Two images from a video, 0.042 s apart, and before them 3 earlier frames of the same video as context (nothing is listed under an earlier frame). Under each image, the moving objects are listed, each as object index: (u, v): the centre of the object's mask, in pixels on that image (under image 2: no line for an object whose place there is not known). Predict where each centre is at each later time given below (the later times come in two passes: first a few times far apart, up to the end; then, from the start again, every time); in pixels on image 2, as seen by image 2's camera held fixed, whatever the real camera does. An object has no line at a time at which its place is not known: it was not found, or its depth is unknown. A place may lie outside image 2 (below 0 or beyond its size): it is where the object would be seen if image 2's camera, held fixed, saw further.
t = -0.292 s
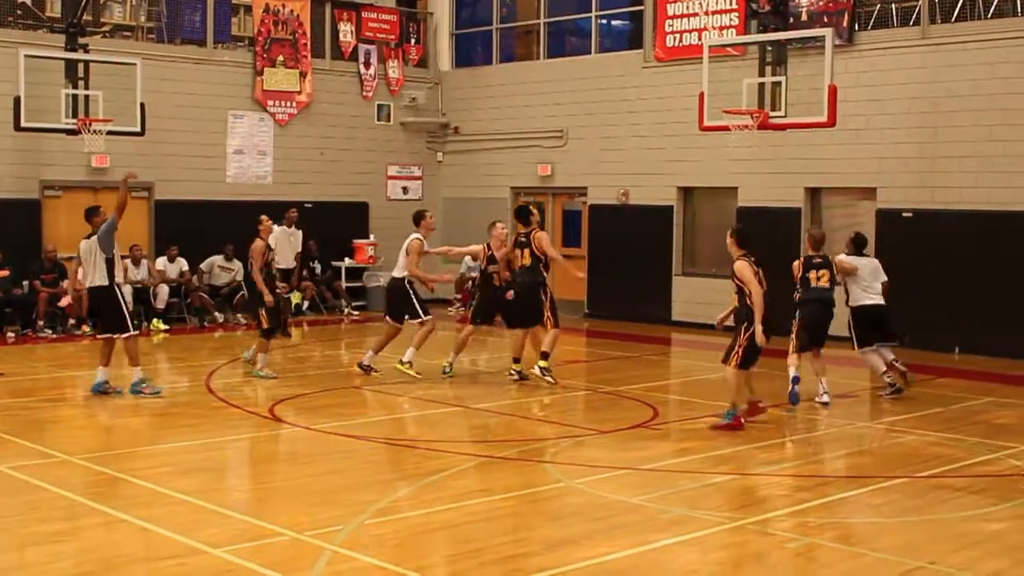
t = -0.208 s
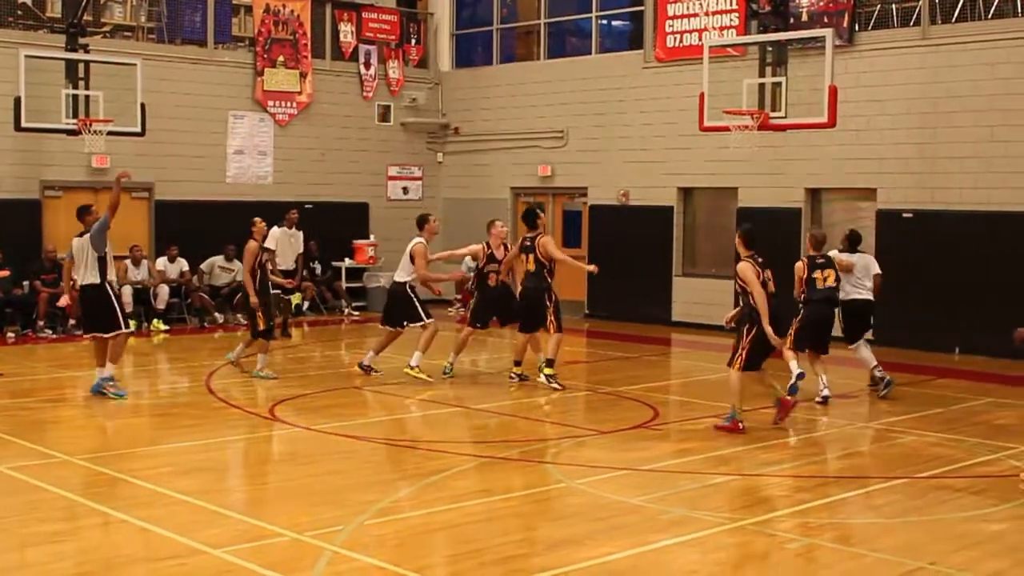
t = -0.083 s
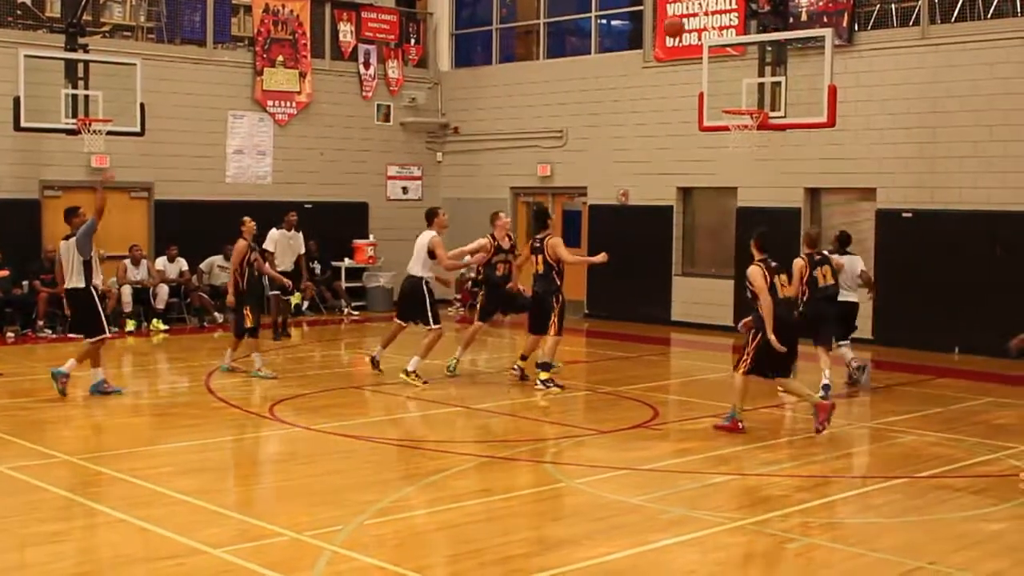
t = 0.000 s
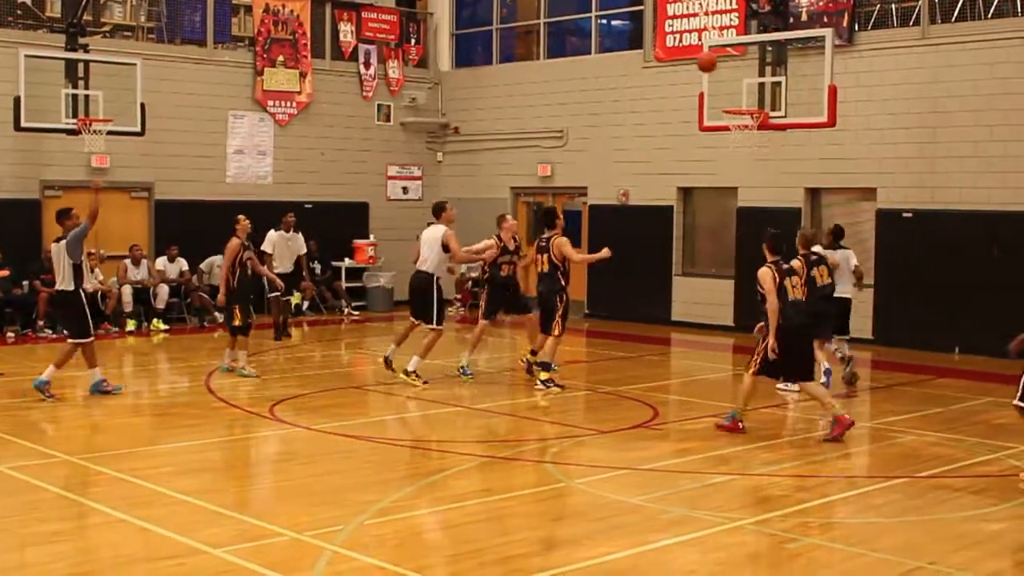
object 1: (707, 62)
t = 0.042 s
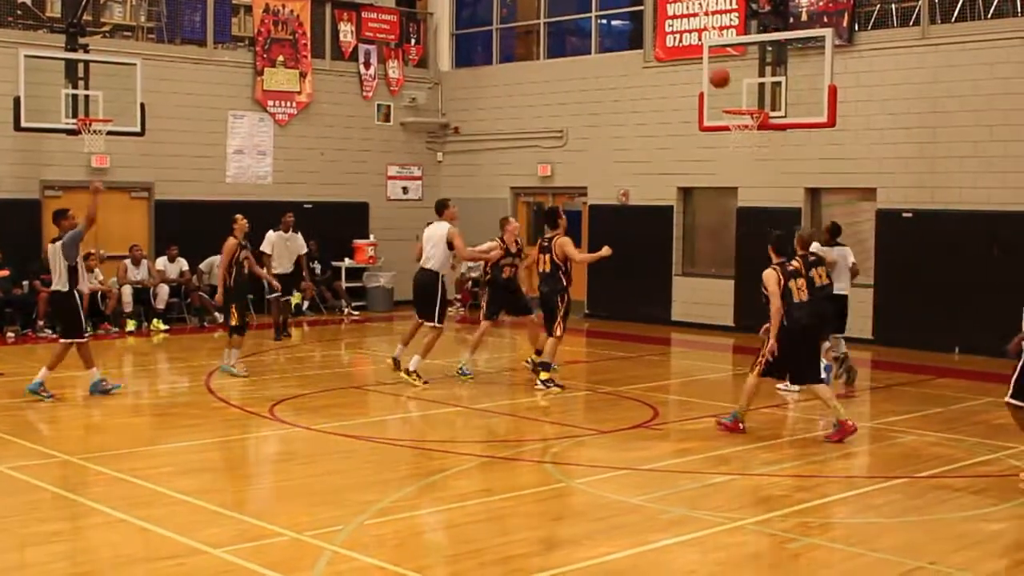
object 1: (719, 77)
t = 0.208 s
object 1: (762, 139)
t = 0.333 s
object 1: (769, 166)
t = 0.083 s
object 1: (738, 100)
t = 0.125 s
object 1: (755, 122)
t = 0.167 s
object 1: (760, 134)
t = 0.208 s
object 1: (762, 139)
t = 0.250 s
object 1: (765, 147)
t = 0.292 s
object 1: (766, 154)
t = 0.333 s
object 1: (769, 166)
